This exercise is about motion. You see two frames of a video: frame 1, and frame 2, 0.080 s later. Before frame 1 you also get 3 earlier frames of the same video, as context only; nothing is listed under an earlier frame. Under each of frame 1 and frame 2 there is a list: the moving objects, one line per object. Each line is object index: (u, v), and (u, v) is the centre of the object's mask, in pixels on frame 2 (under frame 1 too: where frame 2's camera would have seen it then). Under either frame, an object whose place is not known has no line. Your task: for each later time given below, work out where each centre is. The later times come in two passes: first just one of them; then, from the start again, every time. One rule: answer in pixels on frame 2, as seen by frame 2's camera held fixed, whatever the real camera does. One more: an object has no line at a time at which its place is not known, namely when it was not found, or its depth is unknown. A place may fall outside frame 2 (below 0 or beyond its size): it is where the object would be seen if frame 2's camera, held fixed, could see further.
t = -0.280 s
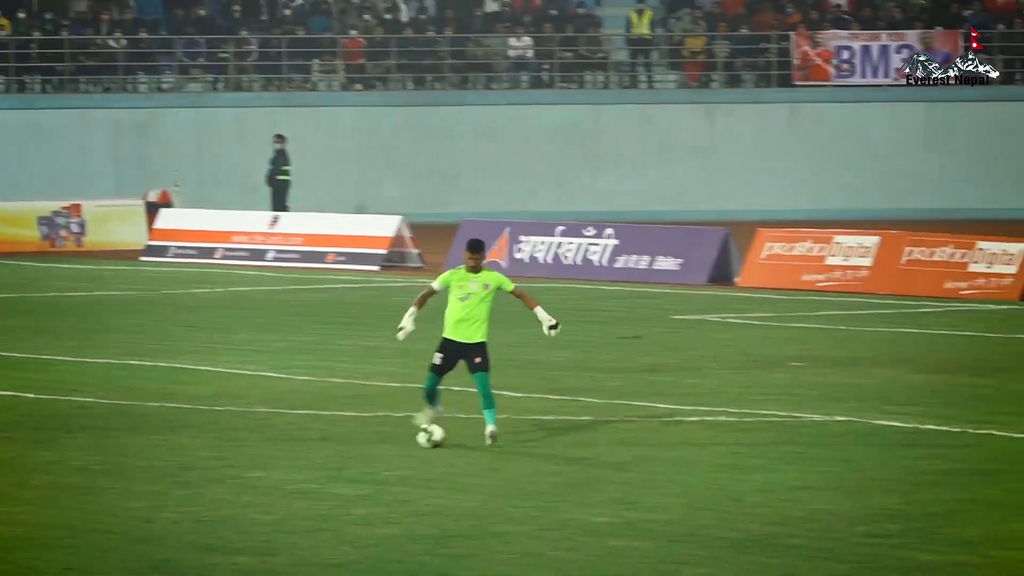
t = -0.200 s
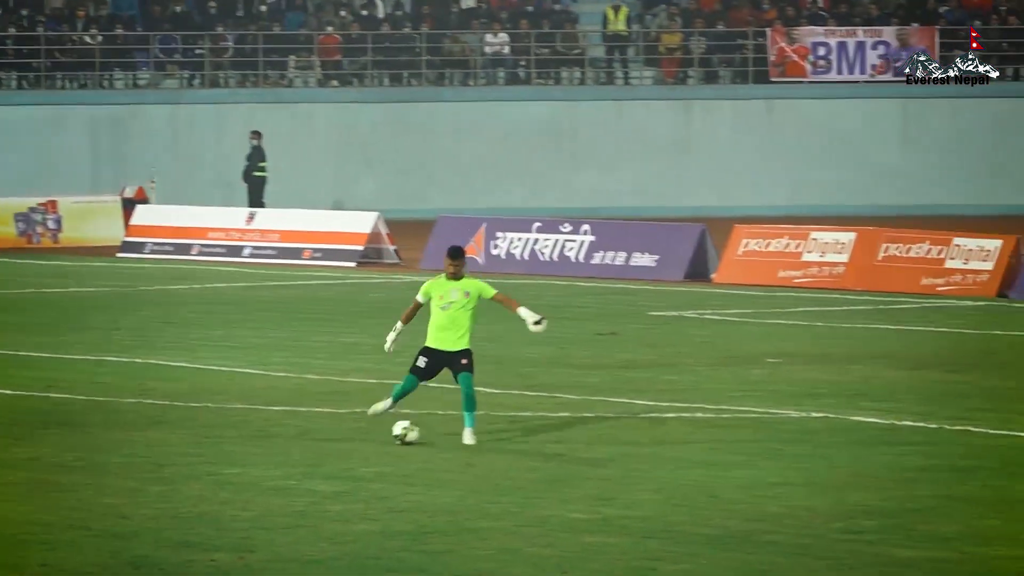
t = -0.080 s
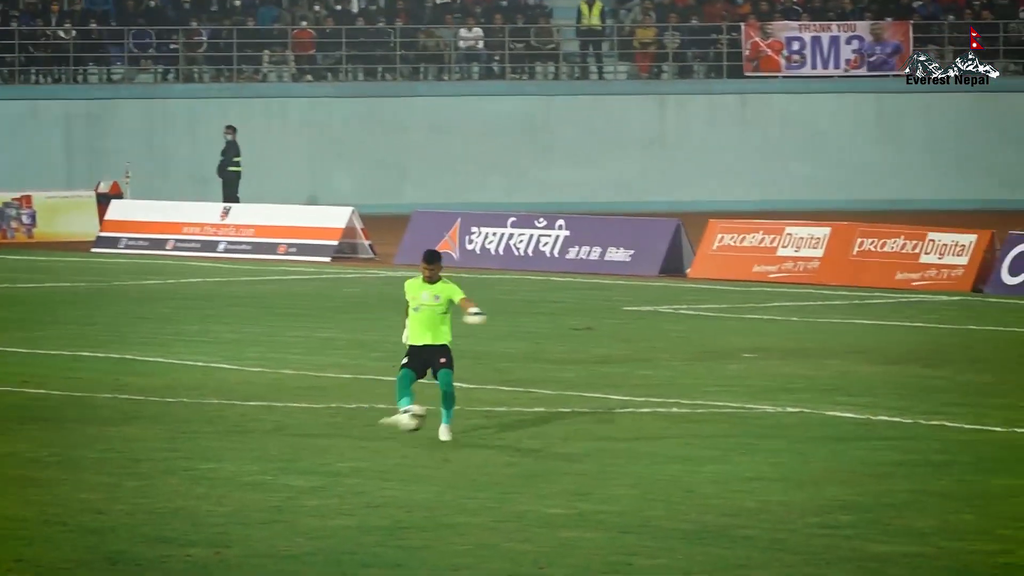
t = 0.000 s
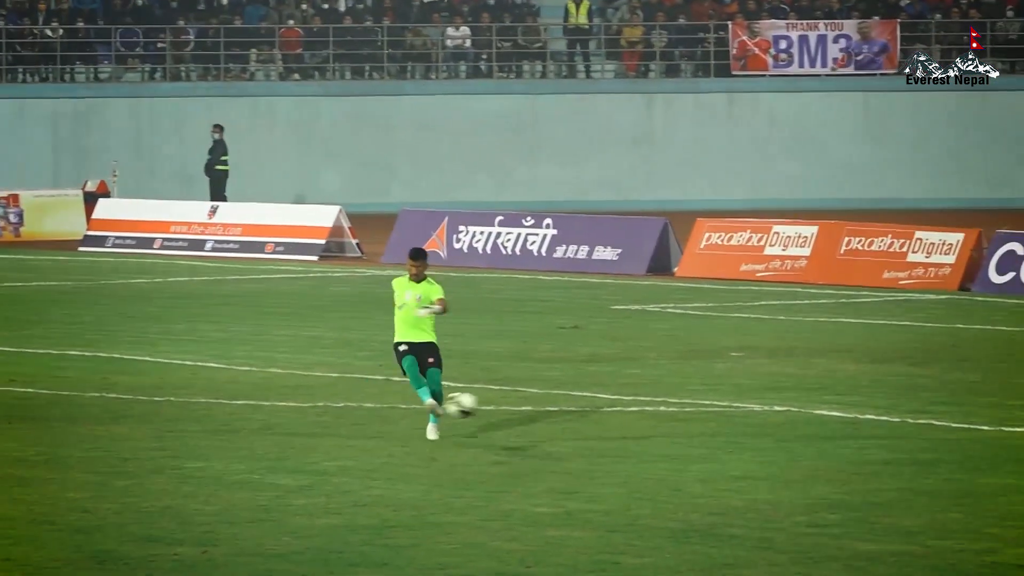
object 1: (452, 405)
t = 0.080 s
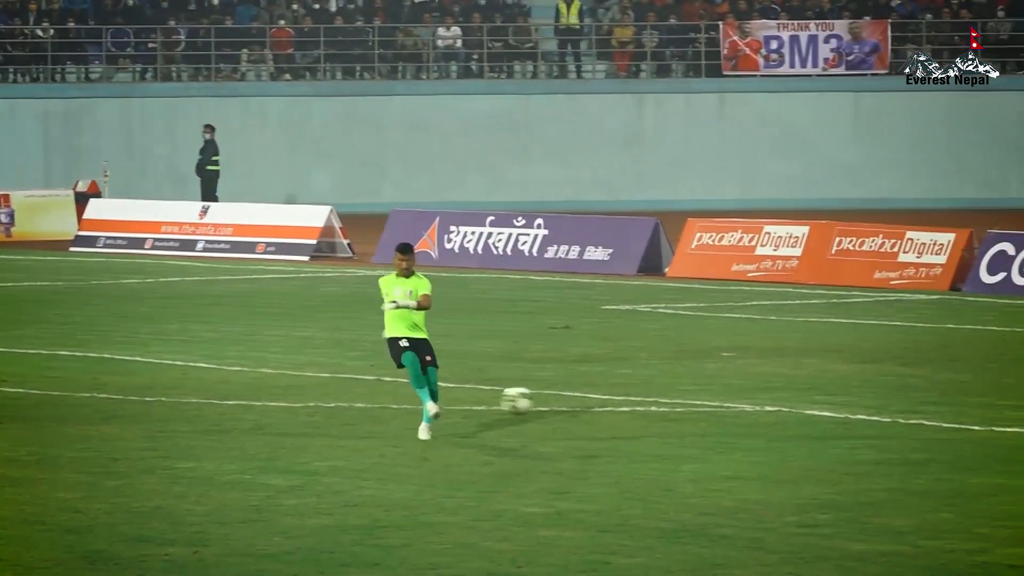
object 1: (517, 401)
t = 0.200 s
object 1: (619, 413)
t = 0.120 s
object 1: (550, 401)
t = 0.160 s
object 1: (584, 406)
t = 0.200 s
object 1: (619, 413)
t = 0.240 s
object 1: (655, 422)
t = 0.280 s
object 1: (692, 433)
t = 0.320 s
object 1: (732, 448)
